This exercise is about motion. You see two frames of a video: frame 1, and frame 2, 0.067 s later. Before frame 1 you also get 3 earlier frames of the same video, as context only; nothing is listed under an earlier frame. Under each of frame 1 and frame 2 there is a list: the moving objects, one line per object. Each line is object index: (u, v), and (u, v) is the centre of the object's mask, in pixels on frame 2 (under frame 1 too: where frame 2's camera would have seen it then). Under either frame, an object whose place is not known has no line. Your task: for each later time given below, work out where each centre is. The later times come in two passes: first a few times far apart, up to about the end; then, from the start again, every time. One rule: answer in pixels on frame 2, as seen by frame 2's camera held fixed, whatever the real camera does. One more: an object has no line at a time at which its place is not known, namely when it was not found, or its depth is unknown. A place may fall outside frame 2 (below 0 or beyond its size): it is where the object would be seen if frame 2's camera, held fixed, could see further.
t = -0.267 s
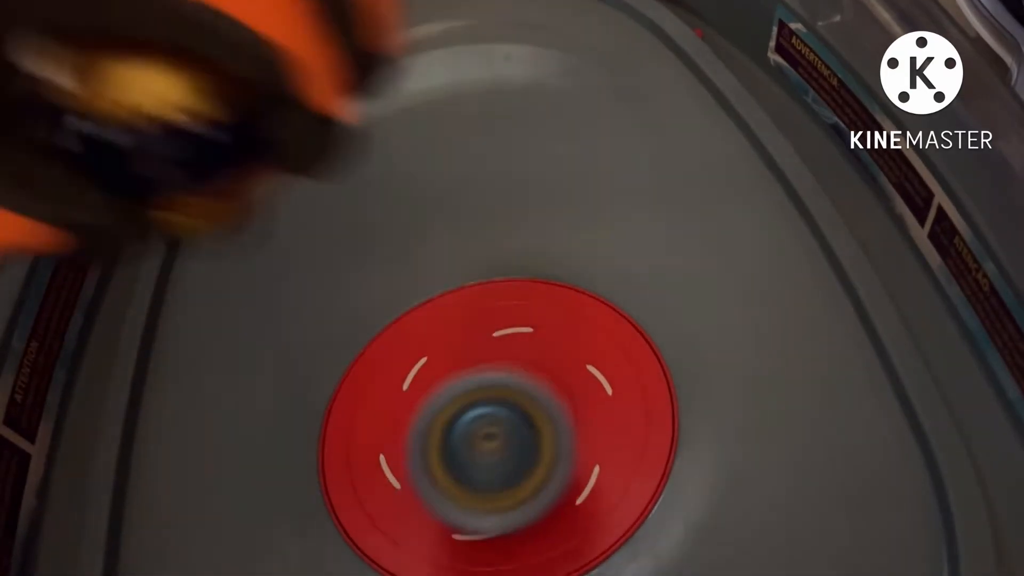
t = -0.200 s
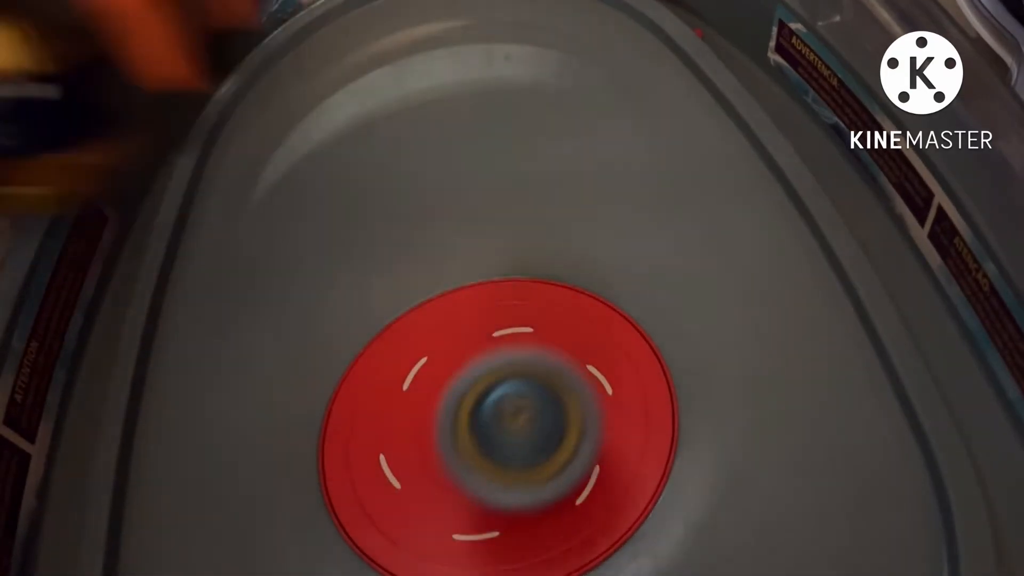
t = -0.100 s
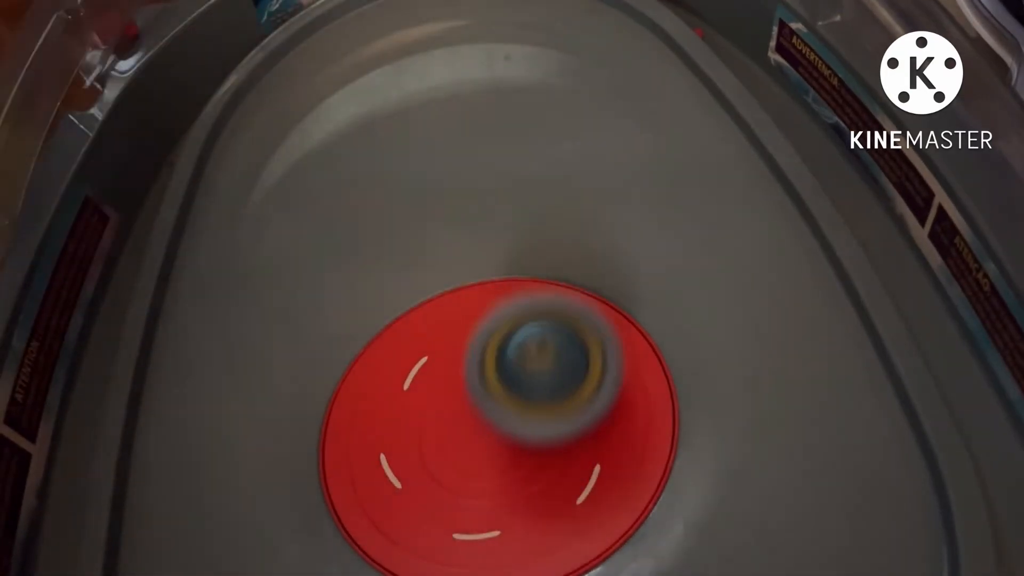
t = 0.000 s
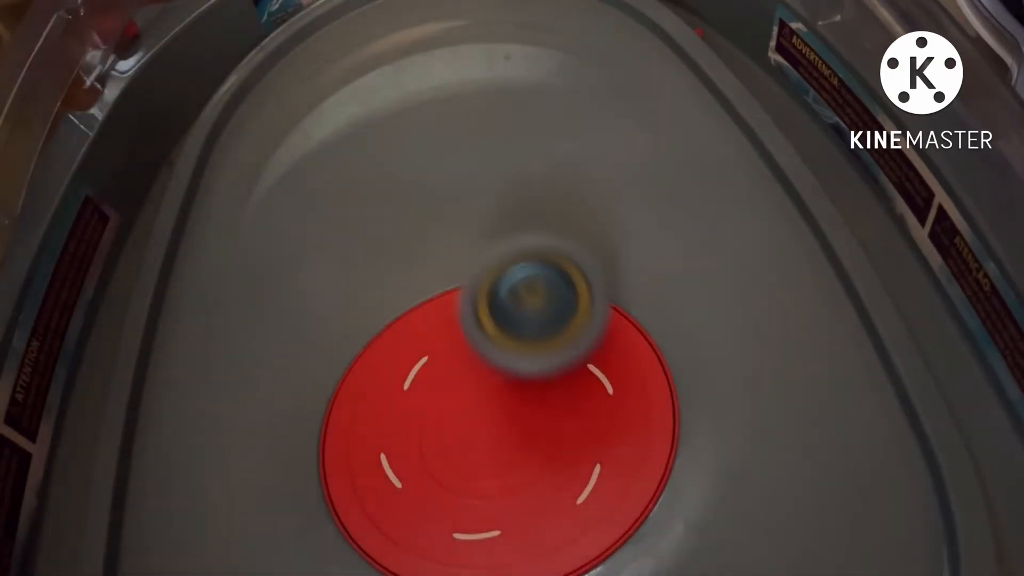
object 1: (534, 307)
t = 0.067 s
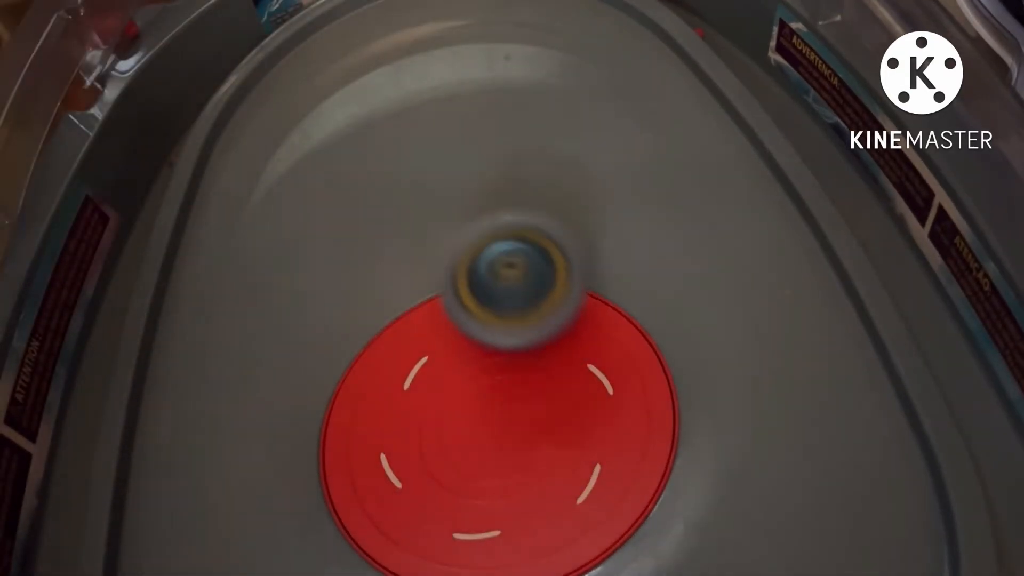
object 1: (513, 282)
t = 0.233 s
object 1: (454, 286)
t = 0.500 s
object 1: (447, 377)
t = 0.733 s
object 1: (545, 372)
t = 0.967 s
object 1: (507, 347)
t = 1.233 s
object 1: (492, 342)
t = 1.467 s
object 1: (531, 358)
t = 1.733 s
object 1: (531, 351)
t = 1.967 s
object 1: (519, 367)
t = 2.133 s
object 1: (537, 371)
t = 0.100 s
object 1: (501, 275)
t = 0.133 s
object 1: (489, 271)
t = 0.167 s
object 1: (477, 272)
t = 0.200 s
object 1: (465, 276)
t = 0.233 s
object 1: (454, 286)
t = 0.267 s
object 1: (443, 296)
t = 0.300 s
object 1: (435, 310)
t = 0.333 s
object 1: (426, 322)
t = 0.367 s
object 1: (423, 335)
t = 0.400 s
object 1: (423, 348)
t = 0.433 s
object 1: (427, 359)
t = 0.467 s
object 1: (435, 369)
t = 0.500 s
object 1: (447, 377)
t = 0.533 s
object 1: (461, 383)
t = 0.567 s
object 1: (478, 386)
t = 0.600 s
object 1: (498, 386)
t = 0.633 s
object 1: (514, 383)
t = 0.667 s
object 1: (529, 380)
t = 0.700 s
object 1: (539, 377)
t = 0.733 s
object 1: (545, 372)
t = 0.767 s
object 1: (547, 368)
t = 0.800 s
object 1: (545, 364)
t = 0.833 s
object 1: (540, 360)
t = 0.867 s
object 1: (532, 358)
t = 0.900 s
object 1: (524, 354)
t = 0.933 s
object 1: (515, 351)
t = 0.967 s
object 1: (507, 347)
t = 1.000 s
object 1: (499, 344)
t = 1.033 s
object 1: (493, 340)
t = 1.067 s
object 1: (489, 338)
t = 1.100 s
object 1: (485, 335)
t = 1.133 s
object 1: (485, 334)
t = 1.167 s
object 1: (486, 335)
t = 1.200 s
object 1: (488, 338)
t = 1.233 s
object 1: (492, 342)
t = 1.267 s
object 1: (498, 346)
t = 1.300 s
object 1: (504, 351)
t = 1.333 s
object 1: (509, 354)
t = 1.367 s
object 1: (516, 357)
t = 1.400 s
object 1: (522, 358)
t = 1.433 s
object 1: (527, 359)
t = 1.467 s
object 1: (531, 358)
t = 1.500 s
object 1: (535, 357)
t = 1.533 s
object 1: (538, 355)
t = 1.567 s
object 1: (541, 353)
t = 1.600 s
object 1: (543, 351)
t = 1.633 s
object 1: (542, 350)
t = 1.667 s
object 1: (540, 349)
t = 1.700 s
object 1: (536, 350)
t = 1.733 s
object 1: (531, 351)
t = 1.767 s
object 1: (526, 352)
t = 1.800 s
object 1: (523, 354)
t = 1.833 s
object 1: (520, 356)
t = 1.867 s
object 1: (519, 359)
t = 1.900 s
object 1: (517, 362)
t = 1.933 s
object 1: (517, 365)
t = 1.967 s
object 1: (519, 367)
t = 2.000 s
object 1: (522, 369)
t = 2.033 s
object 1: (526, 370)
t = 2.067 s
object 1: (530, 370)
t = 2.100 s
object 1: (535, 370)
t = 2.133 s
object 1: (537, 371)
